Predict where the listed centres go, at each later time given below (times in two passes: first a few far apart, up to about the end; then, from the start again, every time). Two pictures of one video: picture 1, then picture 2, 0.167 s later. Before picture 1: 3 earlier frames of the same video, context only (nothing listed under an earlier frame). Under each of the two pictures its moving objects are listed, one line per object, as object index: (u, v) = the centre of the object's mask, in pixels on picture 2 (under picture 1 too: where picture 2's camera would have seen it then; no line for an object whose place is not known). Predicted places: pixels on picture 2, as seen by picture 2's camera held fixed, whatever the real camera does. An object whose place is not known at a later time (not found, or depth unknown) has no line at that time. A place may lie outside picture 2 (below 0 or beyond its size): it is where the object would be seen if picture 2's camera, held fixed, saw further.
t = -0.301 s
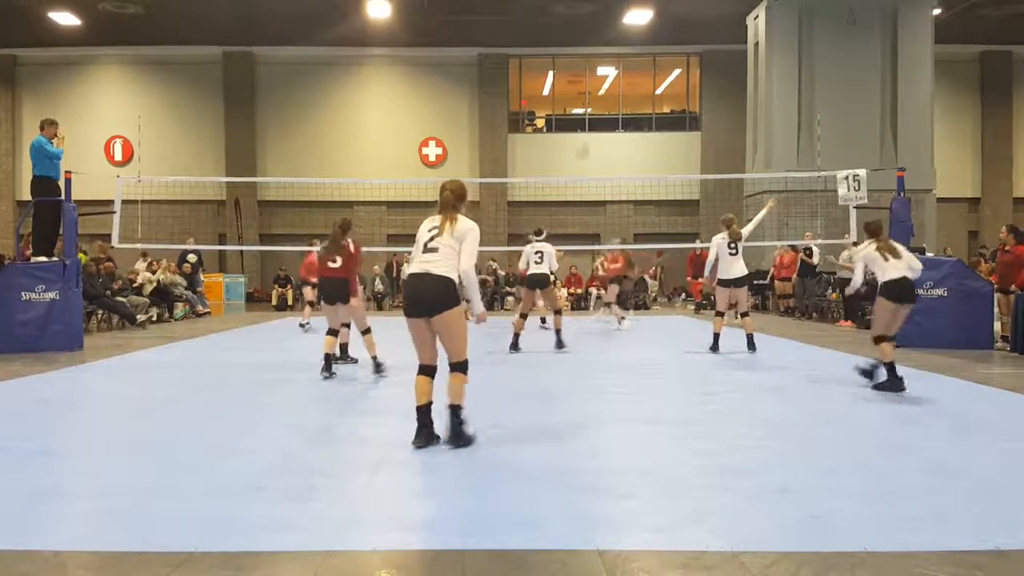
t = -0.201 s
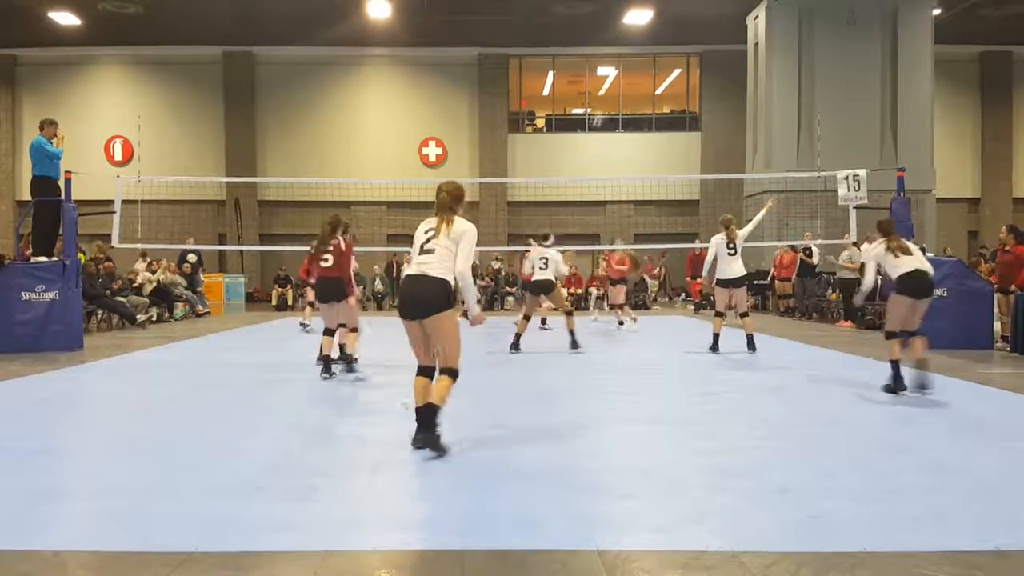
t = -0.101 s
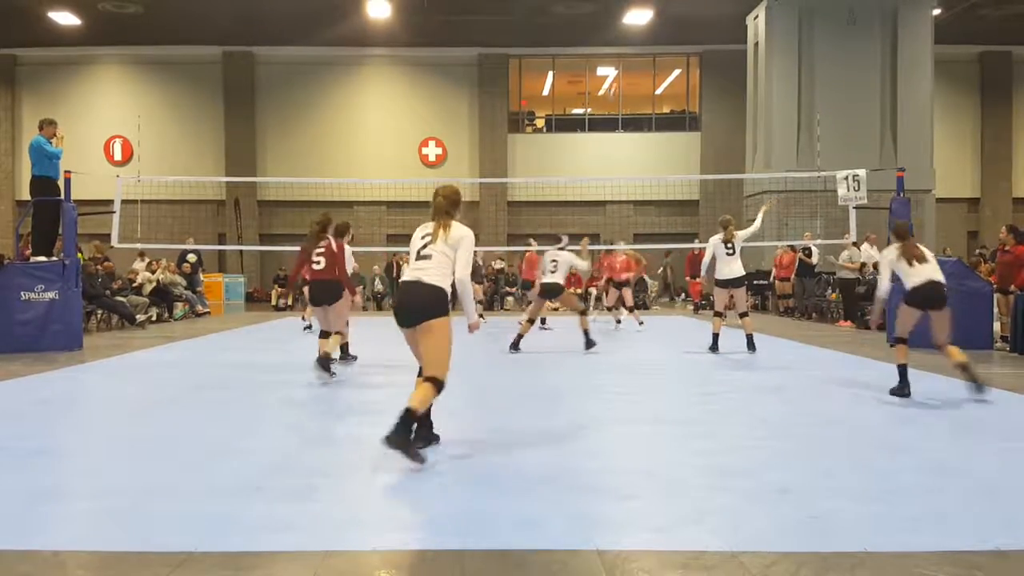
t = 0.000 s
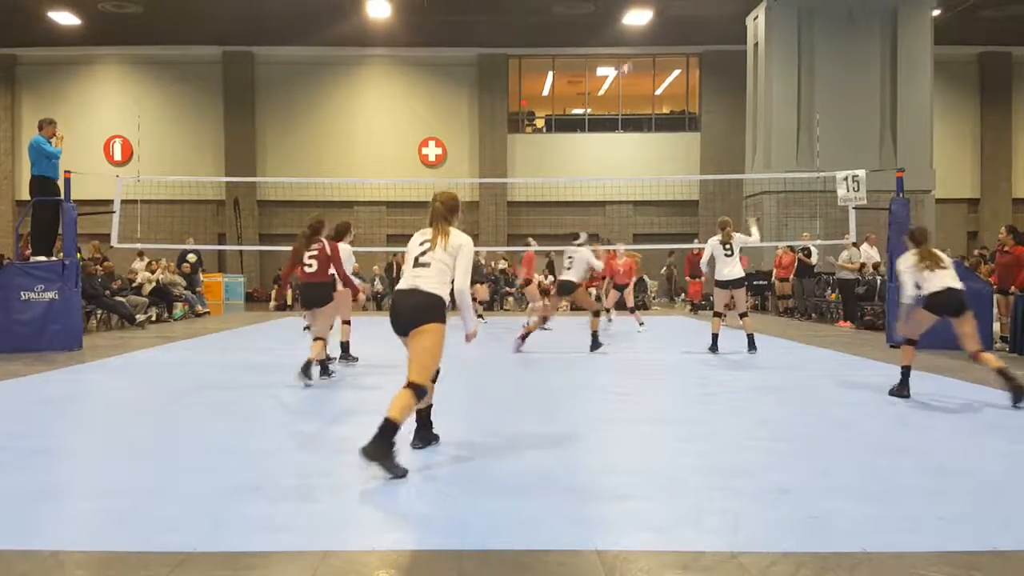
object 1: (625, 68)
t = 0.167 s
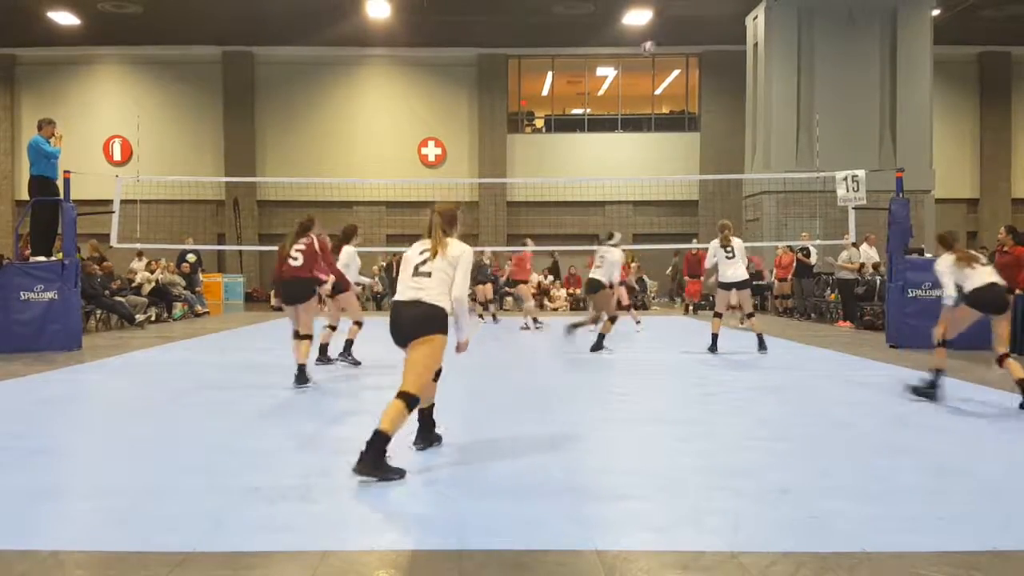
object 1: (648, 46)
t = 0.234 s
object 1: (657, 42)
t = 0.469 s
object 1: (689, 49)
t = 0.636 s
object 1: (712, 74)
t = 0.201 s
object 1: (653, 44)
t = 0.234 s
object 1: (657, 42)
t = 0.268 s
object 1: (662, 41)
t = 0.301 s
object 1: (666, 41)
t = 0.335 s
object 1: (671, 42)
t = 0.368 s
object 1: (675, 43)
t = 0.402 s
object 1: (680, 43)
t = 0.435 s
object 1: (684, 45)
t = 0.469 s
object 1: (689, 49)
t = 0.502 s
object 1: (694, 52)
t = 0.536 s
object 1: (699, 56)
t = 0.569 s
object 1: (704, 62)
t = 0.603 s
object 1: (708, 68)
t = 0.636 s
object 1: (712, 74)
